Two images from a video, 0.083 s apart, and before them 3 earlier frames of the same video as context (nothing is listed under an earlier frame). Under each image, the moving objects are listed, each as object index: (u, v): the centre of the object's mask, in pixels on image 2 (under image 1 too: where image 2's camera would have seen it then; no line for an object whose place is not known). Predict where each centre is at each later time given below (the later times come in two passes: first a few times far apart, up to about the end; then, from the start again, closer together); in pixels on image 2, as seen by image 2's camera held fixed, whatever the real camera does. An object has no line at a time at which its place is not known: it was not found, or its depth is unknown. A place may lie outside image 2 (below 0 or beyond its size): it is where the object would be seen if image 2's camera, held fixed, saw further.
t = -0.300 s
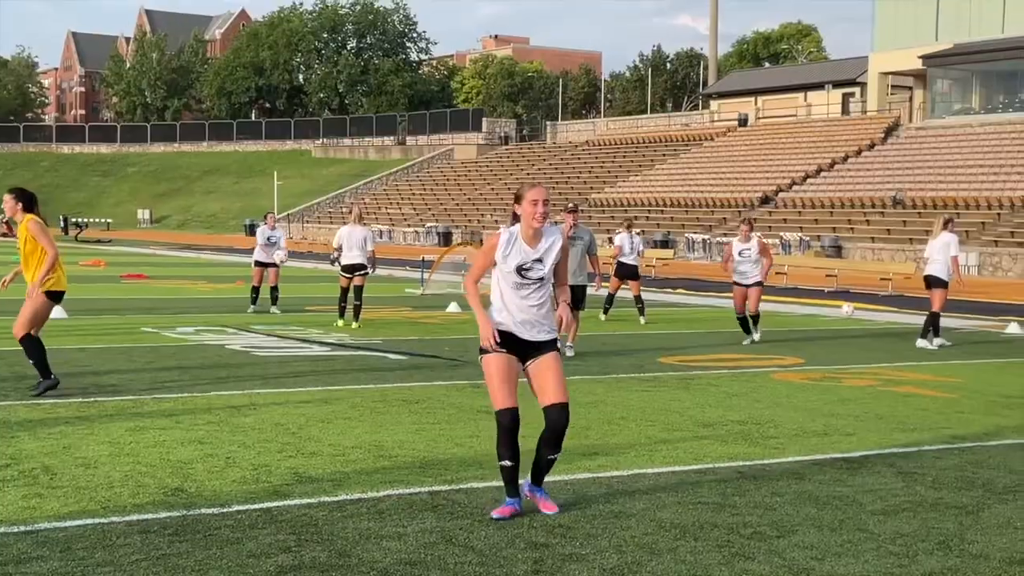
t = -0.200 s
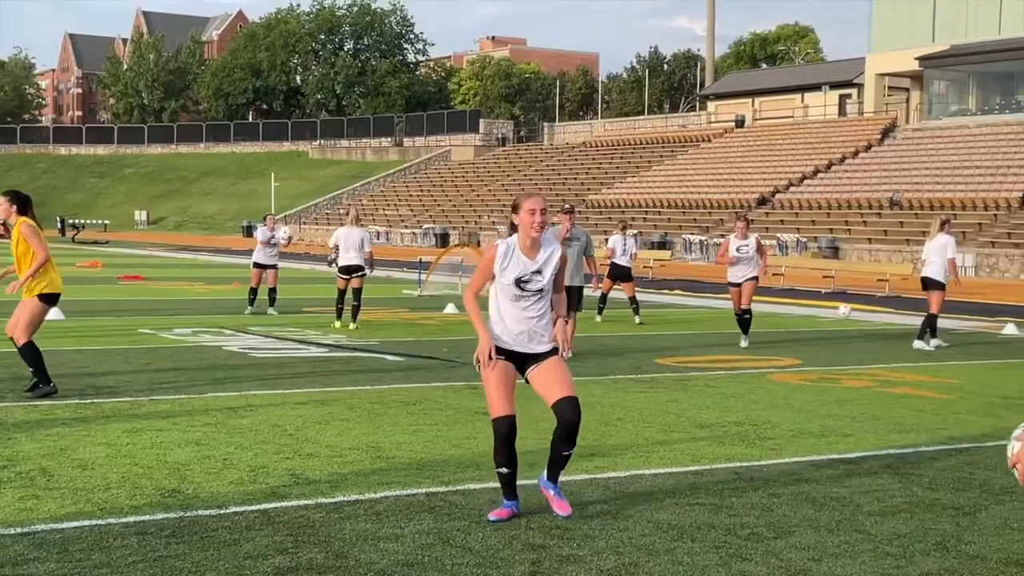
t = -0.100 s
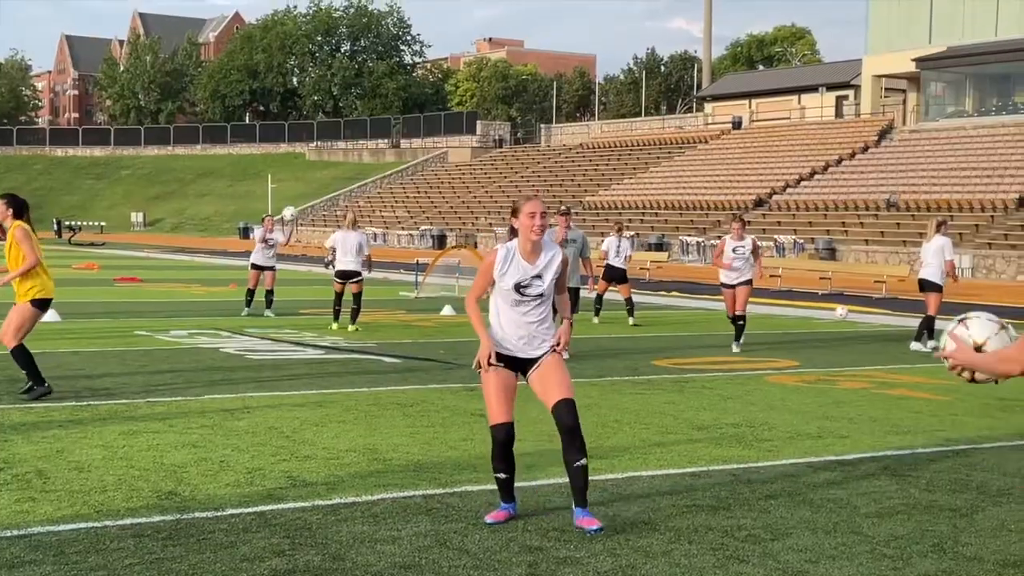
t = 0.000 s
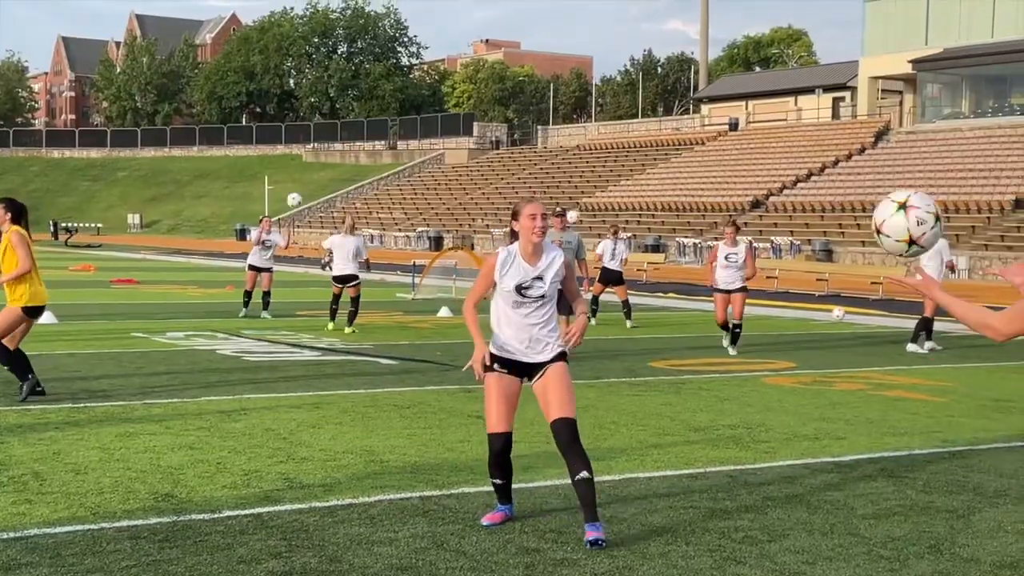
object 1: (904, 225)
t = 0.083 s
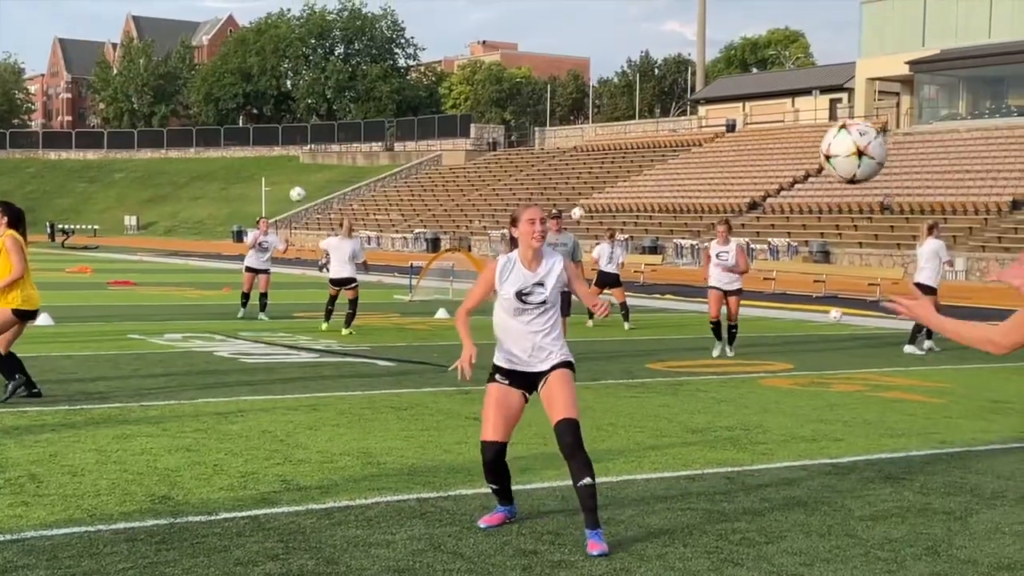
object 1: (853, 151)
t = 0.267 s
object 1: (754, 76)
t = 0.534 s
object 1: (635, 129)
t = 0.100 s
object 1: (843, 140)
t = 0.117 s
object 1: (835, 131)
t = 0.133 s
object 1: (825, 120)
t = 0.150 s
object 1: (816, 111)
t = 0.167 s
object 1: (807, 104)
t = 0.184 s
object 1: (797, 97)
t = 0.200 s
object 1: (788, 92)
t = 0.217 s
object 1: (780, 86)
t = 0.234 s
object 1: (771, 82)
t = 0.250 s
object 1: (761, 79)
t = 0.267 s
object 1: (754, 76)
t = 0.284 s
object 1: (746, 75)
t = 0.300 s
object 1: (737, 73)
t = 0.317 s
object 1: (730, 73)
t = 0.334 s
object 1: (722, 73)
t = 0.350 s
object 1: (714, 75)
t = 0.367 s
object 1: (706, 77)
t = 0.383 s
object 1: (698, 79)
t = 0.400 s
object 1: (691, 82)
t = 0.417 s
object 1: (684, 86)
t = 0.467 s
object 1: (663, 101)
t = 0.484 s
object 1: (655, 107)
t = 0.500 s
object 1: (649, 114)
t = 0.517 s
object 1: (642, 121)
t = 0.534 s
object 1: (635, 129)
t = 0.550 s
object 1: (628, 138)
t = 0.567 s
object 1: (621, 146)
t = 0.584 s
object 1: (615, 156)
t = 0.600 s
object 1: (609, 166)
